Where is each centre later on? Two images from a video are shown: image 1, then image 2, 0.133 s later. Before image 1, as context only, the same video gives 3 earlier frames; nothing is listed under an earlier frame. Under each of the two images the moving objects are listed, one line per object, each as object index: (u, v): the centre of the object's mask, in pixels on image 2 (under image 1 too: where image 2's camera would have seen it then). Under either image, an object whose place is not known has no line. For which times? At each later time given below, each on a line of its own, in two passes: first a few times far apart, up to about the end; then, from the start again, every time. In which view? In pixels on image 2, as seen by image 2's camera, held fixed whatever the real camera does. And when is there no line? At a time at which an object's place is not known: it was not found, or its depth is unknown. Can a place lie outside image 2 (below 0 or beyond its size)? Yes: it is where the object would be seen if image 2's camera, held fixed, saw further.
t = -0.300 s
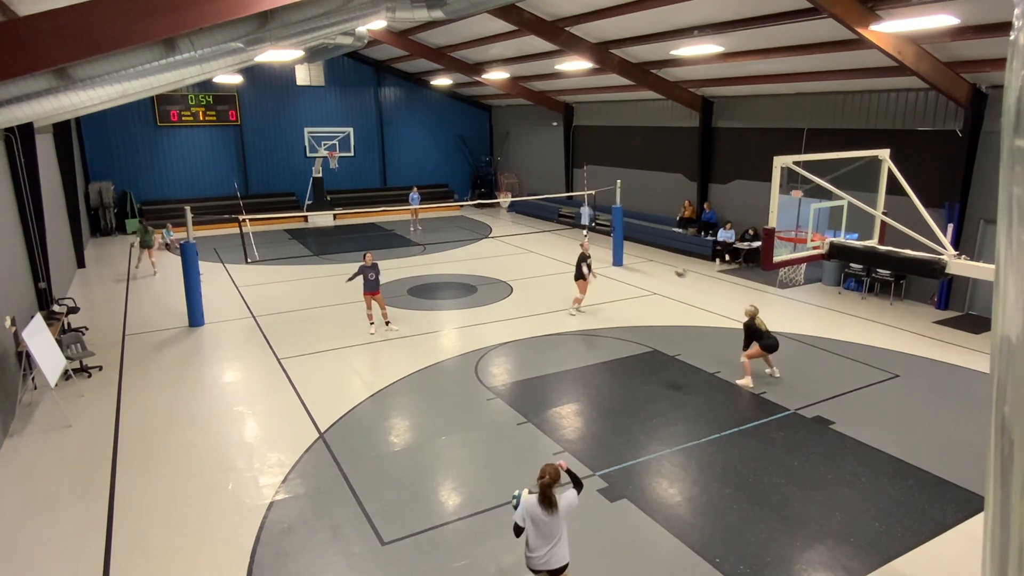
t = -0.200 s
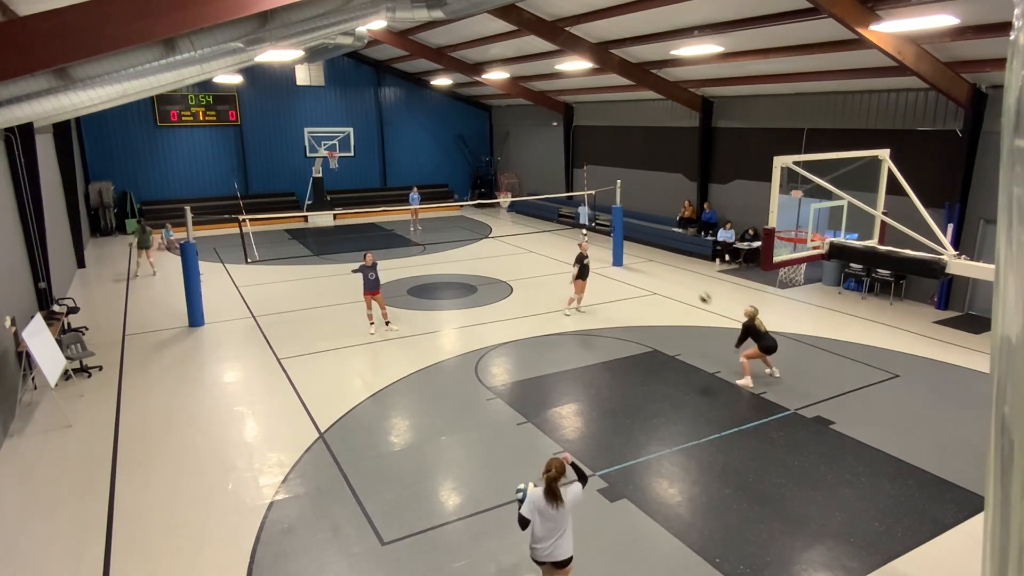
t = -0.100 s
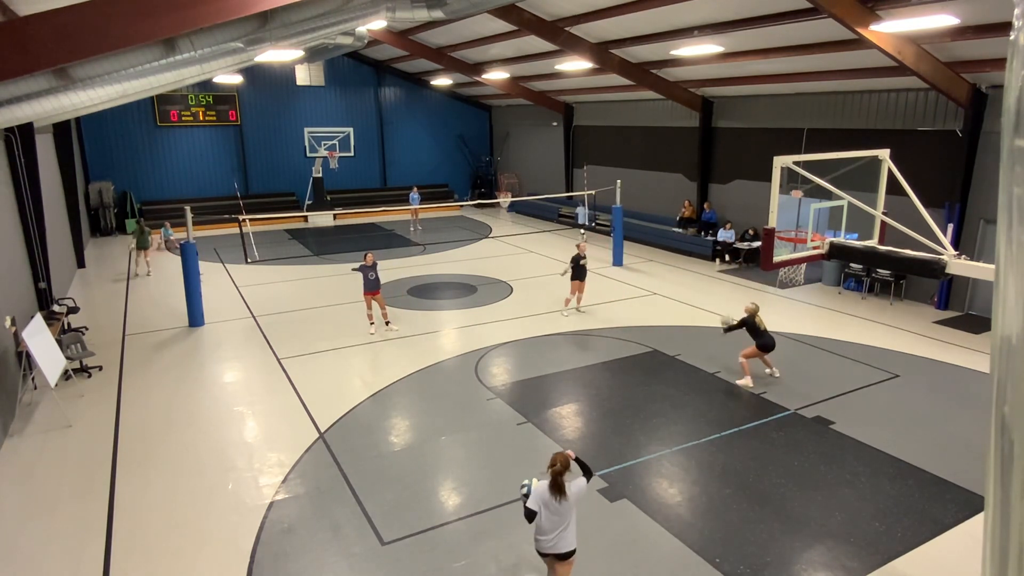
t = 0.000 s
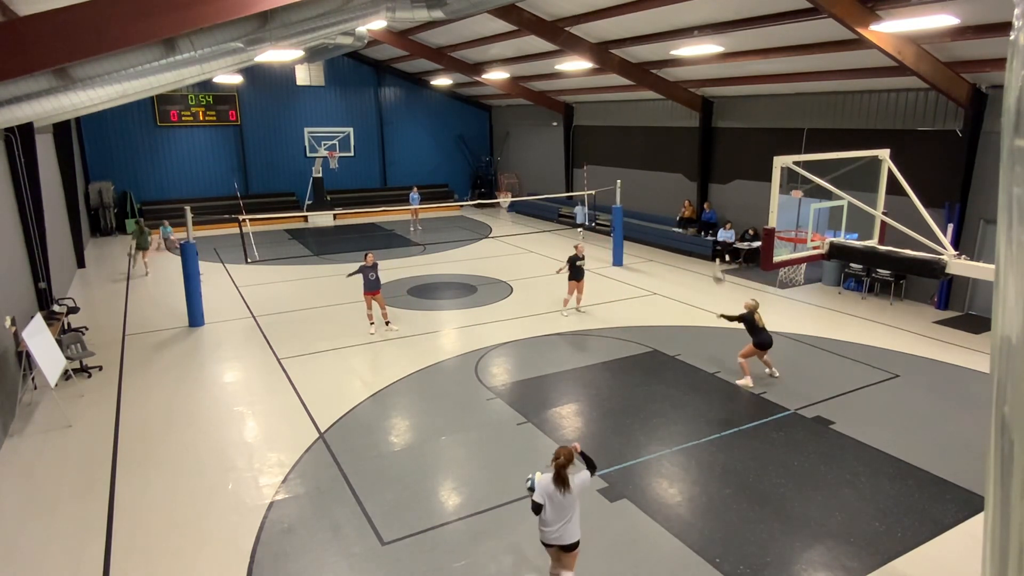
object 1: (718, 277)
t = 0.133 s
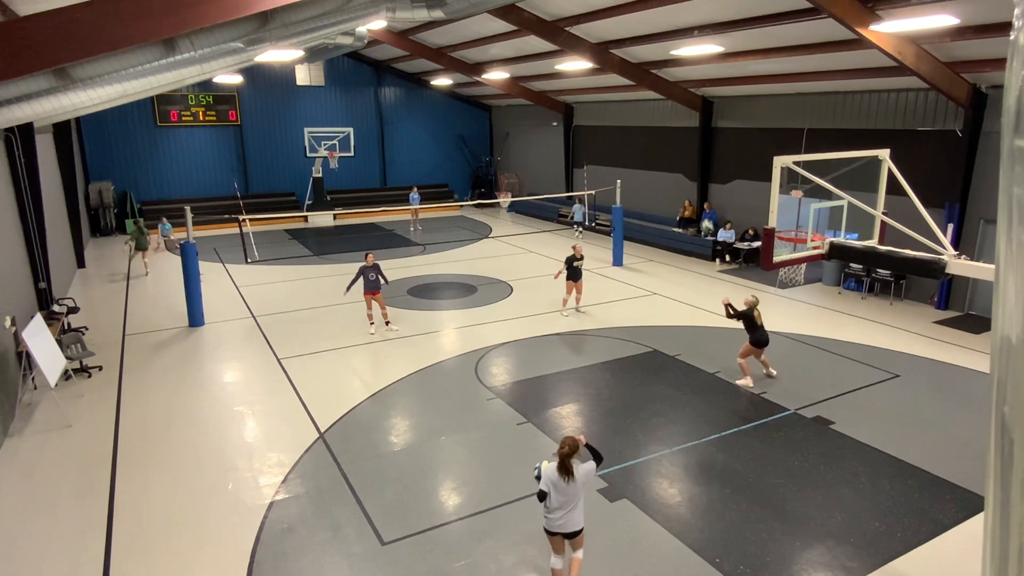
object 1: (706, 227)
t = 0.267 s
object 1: (695, 187)
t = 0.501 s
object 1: (674, 146)
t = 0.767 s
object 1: (649, 137)
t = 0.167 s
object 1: (704, 216)
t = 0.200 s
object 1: (701, 205)
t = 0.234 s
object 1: (698, 196)
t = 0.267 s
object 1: (695, 187)
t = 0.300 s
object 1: (692, 179)
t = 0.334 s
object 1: (690, 173)
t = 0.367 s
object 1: (686, 166)
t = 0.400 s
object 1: (683, 160)
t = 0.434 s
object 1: (680, 154)
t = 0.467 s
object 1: (677, 150)
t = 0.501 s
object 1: (674, 146)
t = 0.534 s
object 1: (671, 143)
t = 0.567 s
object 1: (668, 140)
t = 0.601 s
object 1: (665, 138)
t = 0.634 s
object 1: (662, 137)
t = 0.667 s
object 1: (659, 136)
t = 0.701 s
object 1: (656, 136)
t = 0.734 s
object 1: (653, 136)
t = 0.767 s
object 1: (649, 137)
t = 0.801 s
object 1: (646, 139)
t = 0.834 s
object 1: (643, 142)
